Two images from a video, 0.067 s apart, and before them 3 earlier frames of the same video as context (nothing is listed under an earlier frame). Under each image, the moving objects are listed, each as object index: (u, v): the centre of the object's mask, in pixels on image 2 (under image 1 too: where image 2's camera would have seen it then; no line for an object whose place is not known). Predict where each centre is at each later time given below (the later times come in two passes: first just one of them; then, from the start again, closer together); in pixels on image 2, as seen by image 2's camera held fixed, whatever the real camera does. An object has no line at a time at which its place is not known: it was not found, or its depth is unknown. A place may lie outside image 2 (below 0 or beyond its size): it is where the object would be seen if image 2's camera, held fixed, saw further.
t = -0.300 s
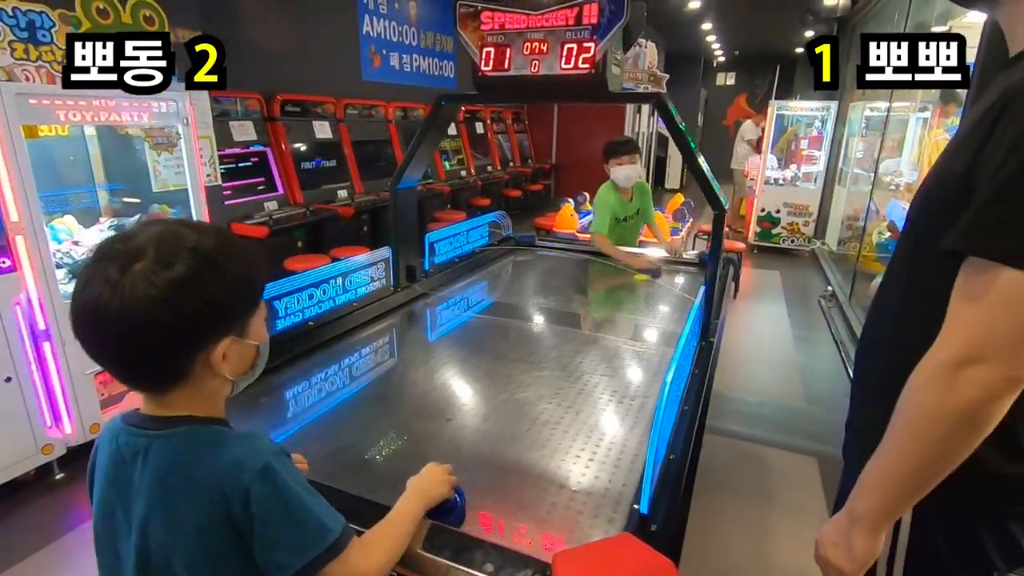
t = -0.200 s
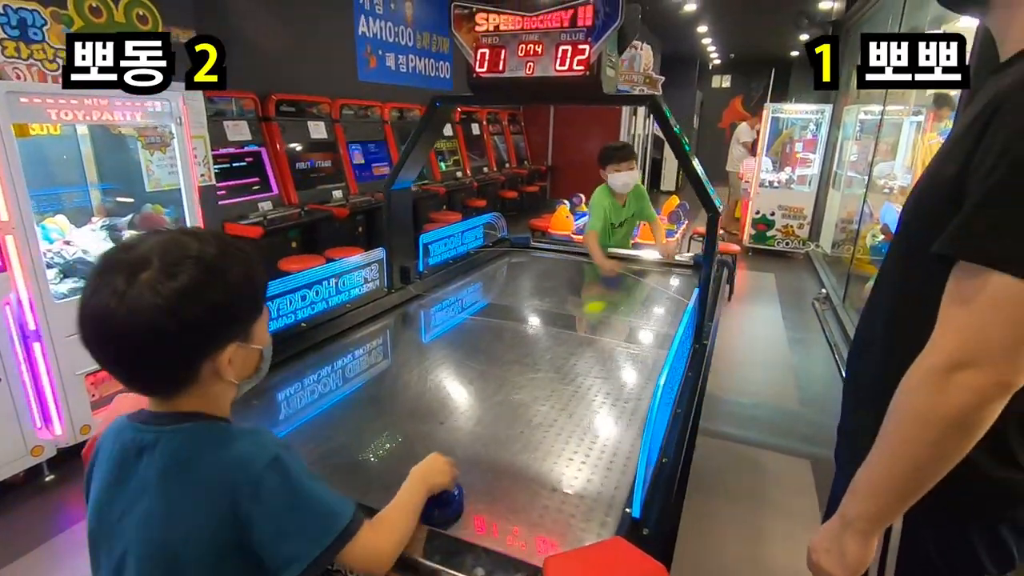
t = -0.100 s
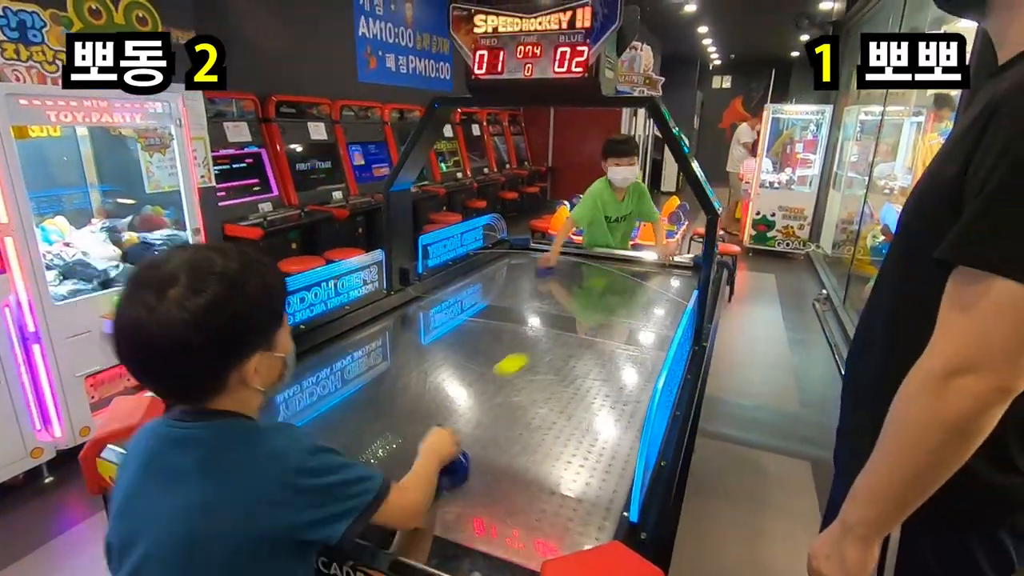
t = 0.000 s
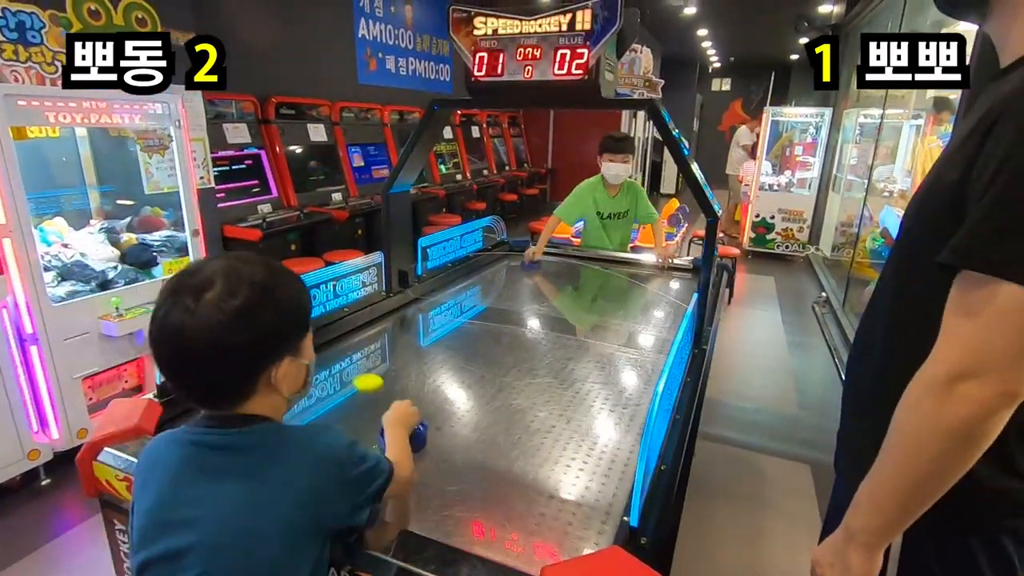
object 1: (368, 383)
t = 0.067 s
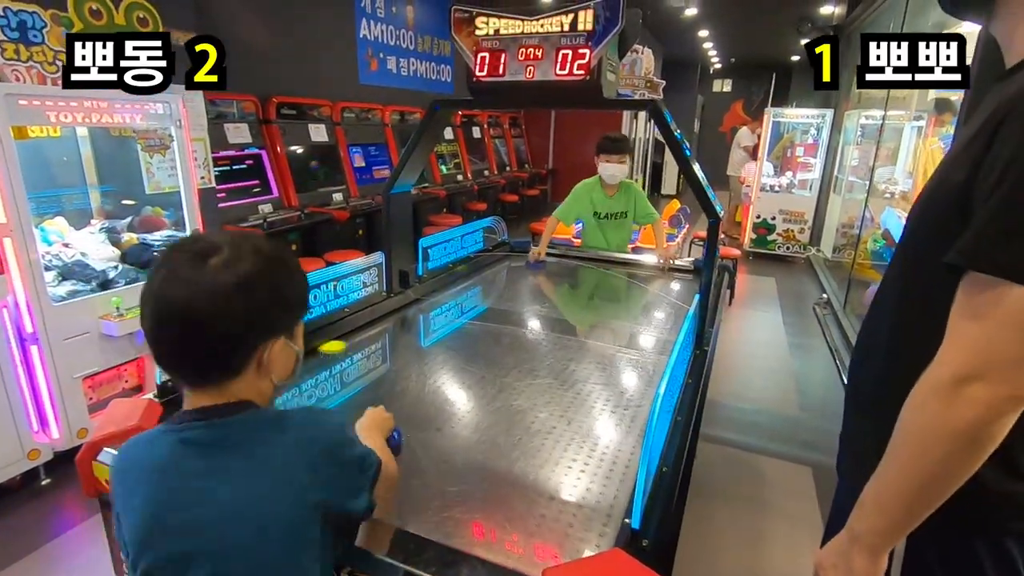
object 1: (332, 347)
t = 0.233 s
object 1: (532, 349)
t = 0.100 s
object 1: (372, 347)
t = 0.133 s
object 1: (412, 347)
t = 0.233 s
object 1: (532, 349)
